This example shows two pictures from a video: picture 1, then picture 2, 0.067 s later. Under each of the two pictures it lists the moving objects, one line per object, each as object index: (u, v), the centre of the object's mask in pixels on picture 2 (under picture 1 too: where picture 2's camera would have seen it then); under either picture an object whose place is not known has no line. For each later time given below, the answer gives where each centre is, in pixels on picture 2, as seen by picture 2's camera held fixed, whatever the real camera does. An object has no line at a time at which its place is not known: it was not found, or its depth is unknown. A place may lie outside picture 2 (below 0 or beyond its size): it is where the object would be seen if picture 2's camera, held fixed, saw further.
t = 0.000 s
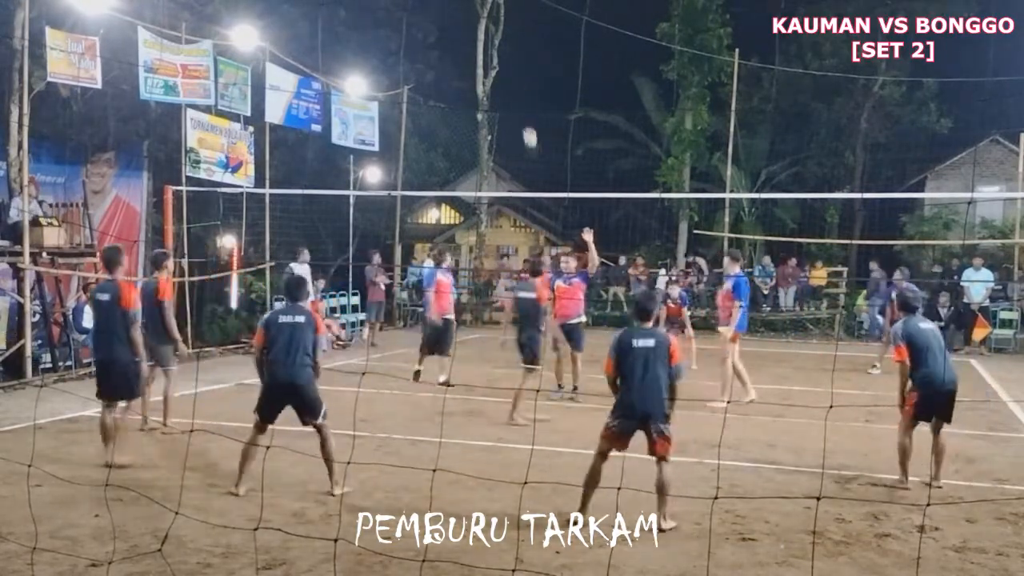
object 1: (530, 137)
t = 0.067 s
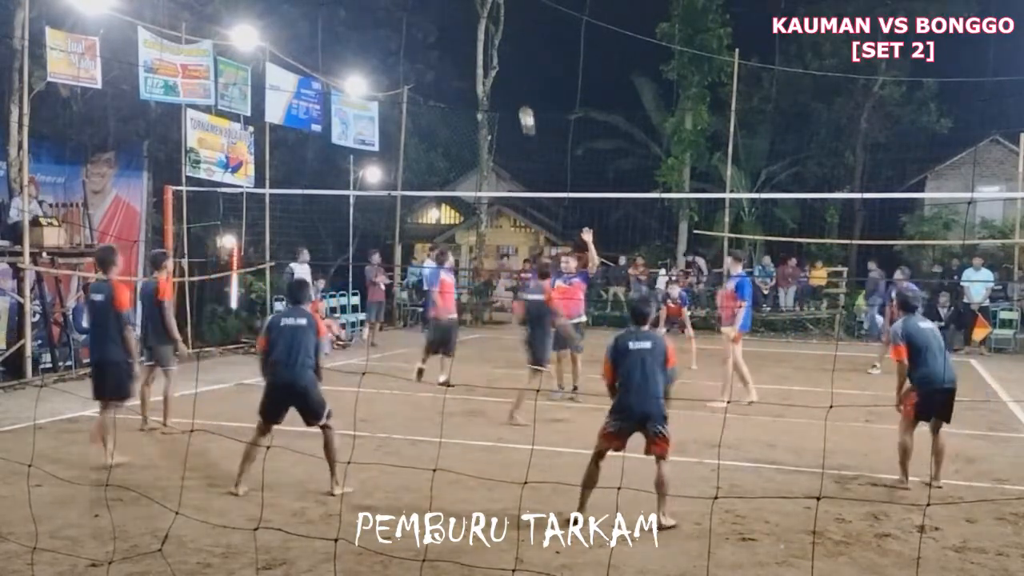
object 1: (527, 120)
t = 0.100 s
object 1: (525, 111)
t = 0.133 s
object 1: (523, 102)
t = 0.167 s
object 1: (521, 93)
